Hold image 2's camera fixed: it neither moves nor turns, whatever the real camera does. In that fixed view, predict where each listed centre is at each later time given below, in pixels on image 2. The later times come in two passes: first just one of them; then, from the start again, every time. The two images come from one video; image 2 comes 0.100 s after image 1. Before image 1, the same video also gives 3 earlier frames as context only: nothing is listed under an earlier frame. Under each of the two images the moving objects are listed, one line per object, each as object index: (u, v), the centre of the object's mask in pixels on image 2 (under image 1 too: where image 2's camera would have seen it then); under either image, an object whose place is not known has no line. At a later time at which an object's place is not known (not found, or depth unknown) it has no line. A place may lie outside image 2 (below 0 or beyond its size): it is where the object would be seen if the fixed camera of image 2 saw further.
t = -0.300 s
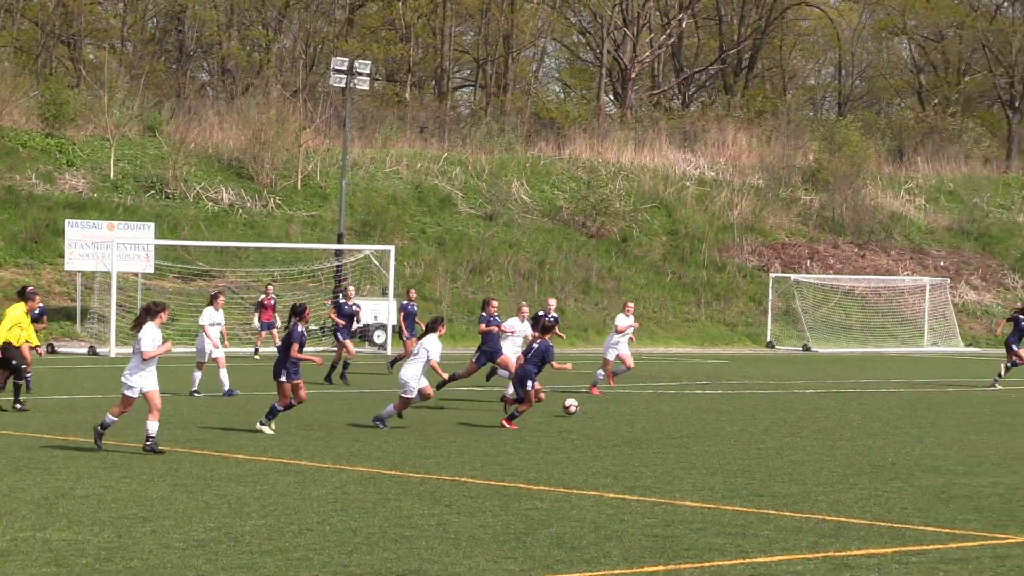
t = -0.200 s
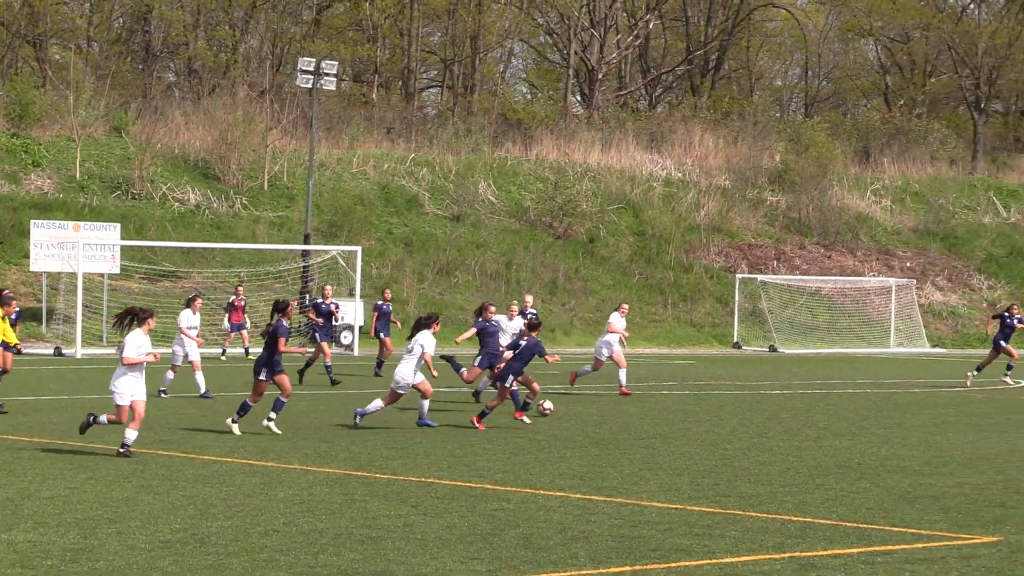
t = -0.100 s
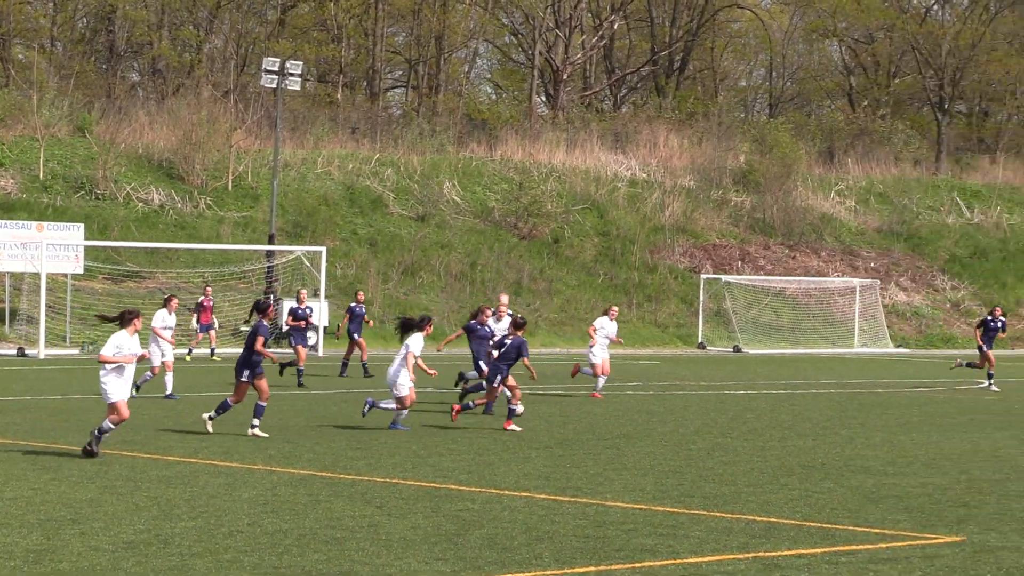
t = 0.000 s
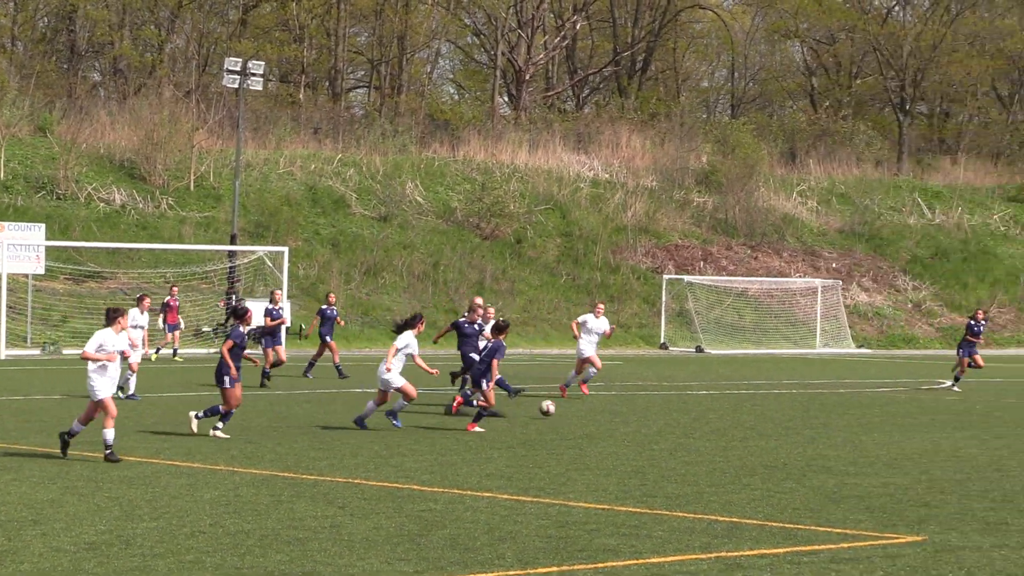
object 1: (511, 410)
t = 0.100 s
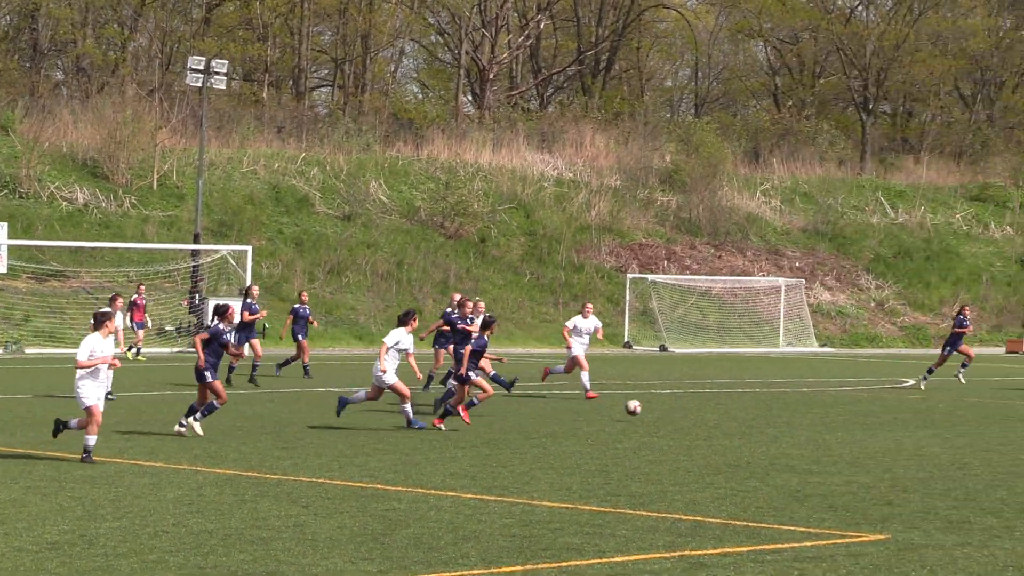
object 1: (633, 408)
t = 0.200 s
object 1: (749, 415)
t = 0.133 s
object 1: (674, 409)
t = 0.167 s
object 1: (713, 413)
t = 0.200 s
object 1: (749, 415)
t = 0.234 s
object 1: (783, 413)
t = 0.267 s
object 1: (816, 412)
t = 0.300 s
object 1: (849, 412)
